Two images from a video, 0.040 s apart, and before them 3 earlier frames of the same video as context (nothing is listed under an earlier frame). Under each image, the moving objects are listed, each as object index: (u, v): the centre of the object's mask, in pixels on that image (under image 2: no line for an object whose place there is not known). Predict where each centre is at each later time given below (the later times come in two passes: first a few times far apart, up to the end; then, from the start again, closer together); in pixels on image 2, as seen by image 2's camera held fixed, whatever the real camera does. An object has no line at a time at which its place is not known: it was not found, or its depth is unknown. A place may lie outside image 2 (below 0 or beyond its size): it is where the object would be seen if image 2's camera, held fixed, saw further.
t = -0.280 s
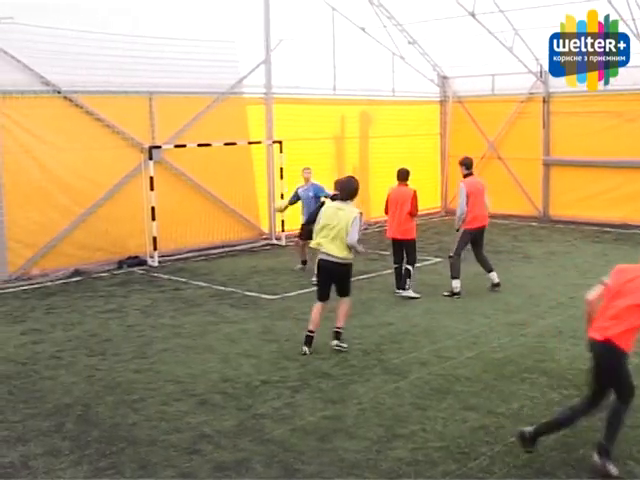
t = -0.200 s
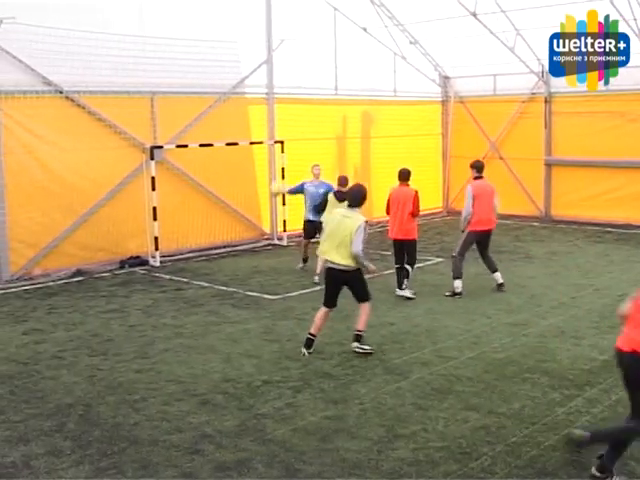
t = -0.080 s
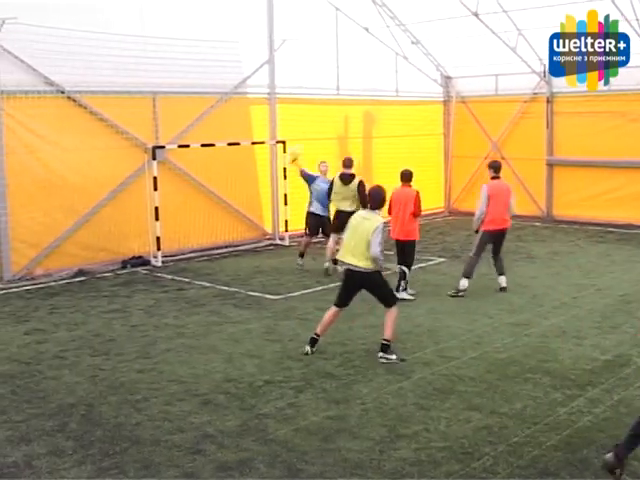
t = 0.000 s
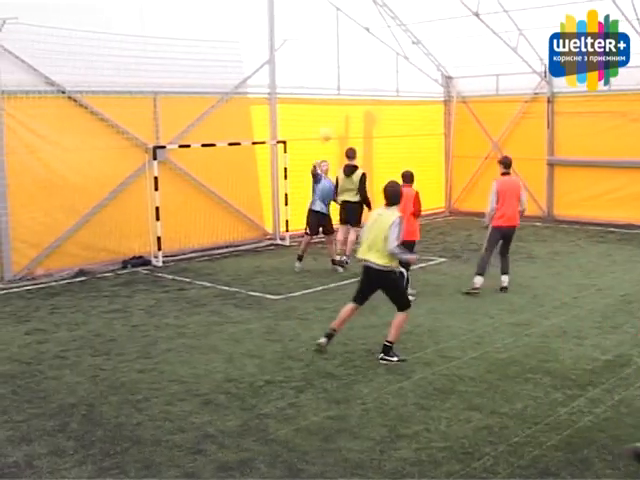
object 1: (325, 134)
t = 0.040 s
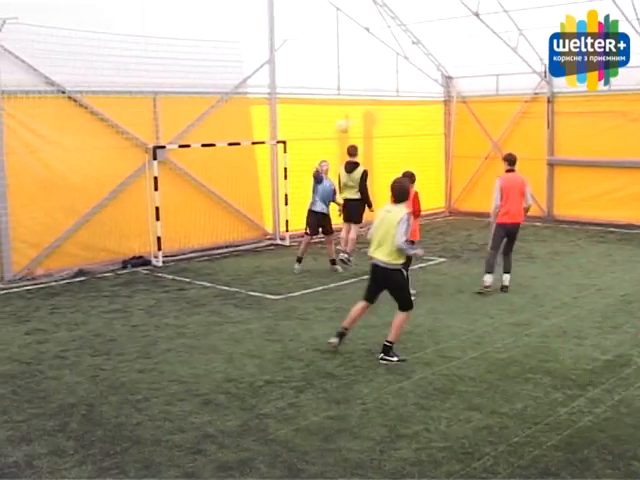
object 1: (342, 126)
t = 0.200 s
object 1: (419, 103)
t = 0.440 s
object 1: (577, 101)
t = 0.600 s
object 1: (725, 137)
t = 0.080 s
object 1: (361, 119)
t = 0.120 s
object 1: (379, 113)
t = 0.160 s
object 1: (399, 107)
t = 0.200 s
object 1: (419, 103)
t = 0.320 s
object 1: (492, 98)
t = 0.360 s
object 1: (521, 97)
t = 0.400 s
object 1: (547, 97)
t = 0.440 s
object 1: (577, 101)
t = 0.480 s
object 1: (609, 106)
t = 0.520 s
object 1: (644, 114)
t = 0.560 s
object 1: (683, 124)
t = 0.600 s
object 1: (725, 137)
